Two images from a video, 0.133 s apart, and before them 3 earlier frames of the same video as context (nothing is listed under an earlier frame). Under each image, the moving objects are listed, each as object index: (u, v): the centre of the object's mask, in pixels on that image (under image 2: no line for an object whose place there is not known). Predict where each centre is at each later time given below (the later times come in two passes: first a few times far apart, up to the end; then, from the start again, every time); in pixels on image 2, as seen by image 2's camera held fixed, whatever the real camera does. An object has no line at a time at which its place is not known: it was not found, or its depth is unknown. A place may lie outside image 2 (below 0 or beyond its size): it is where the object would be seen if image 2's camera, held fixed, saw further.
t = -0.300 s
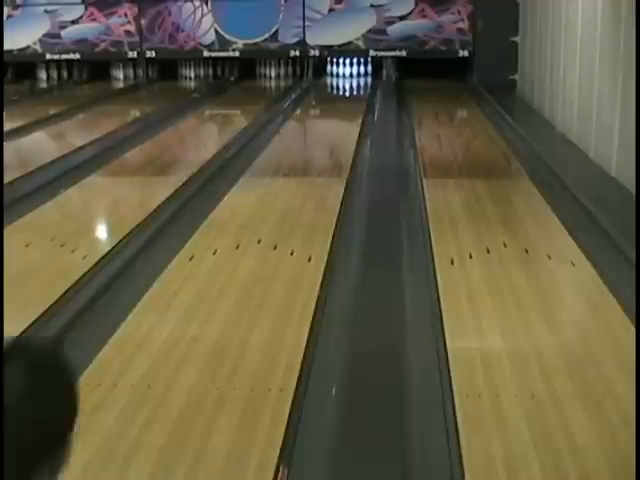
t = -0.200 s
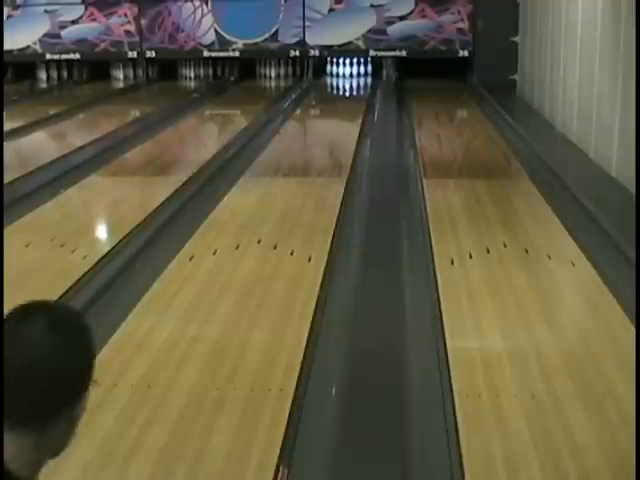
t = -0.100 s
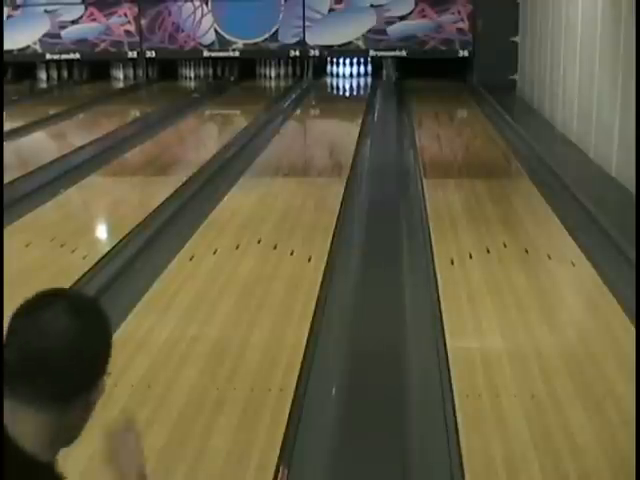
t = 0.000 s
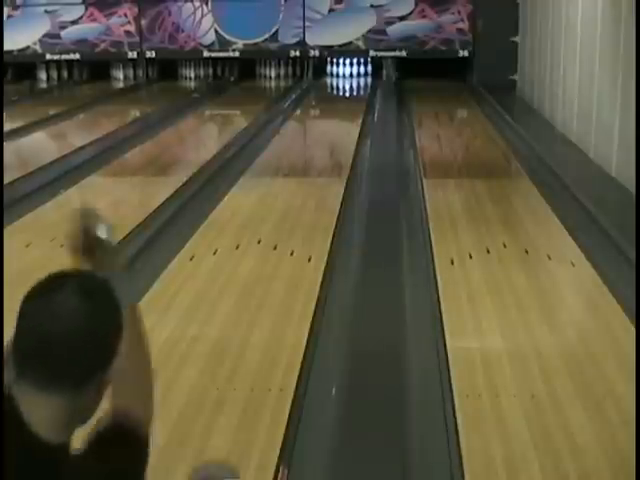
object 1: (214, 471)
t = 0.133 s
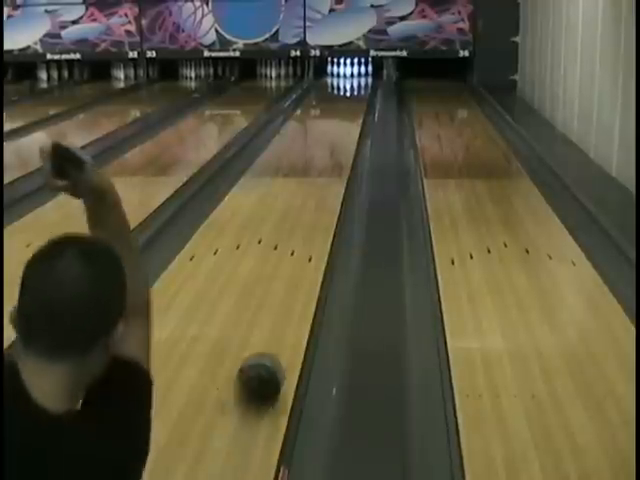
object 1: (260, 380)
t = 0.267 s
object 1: (288, 305)
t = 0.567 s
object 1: (325, 212)
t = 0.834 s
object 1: (341, 167)
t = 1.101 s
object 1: (352, 138)
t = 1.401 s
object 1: (360, 117)
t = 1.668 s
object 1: (363, 101)
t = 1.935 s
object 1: (363, 88)
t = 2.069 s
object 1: (365, 86)
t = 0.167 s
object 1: (267, 359)
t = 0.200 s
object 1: (275, 339)
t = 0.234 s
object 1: (282, 322)
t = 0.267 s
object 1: (288, 305)
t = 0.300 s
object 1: (295, 290)
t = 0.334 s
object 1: (300, 278)
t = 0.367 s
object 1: (304, 266)
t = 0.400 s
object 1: (308, 255)
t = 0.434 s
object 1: (312, 245)
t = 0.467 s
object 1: (316, 236)
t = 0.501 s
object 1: (319, 227)
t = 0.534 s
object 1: (322, 219)
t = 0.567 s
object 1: (325, 212)
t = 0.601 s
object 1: (327, 205)
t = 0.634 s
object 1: (330, 199)
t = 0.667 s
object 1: (332, 192)
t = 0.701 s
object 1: (334, 187)
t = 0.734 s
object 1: (336, 181)
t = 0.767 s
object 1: (338, 175)
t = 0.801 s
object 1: (340, 171)
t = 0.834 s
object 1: (341, 167)
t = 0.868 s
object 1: (343, 163)
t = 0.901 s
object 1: (344, 159)
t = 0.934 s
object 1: (346, 155)
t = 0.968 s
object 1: (347, 152)
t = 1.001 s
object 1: (348, 147)
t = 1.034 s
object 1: (350, 144)
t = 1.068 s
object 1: (351, 141)
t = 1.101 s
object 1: (352, 138)
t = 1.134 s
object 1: (353, 135)
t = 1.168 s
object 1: (354, 131)
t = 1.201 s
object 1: (355, 129)
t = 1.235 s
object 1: (356, 126)
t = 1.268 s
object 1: (357, 124)
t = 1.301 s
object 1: (357, 121)
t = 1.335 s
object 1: (358, 120)
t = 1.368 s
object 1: (359, 119)
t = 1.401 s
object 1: (360, 117)
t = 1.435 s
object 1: (359, 114)
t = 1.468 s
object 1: (360, 112)
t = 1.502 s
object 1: (360, 110)
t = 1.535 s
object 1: (360, 108)
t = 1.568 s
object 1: (362, 107)
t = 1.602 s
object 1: (363, 105)
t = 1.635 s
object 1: (364, 103)
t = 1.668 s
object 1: (363, 101)
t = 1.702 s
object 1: (363, 100)
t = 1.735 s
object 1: (362, 99)
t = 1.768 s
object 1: (363, 98)
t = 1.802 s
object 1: (365, 96)
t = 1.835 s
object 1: (364, 96)
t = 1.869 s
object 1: (364, 93)
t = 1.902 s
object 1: (365, 93)
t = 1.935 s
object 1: (363, 88)
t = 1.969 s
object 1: (364, 87)
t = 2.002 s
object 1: (364, 87)
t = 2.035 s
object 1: (364, 86)
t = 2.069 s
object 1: (365, 86)
